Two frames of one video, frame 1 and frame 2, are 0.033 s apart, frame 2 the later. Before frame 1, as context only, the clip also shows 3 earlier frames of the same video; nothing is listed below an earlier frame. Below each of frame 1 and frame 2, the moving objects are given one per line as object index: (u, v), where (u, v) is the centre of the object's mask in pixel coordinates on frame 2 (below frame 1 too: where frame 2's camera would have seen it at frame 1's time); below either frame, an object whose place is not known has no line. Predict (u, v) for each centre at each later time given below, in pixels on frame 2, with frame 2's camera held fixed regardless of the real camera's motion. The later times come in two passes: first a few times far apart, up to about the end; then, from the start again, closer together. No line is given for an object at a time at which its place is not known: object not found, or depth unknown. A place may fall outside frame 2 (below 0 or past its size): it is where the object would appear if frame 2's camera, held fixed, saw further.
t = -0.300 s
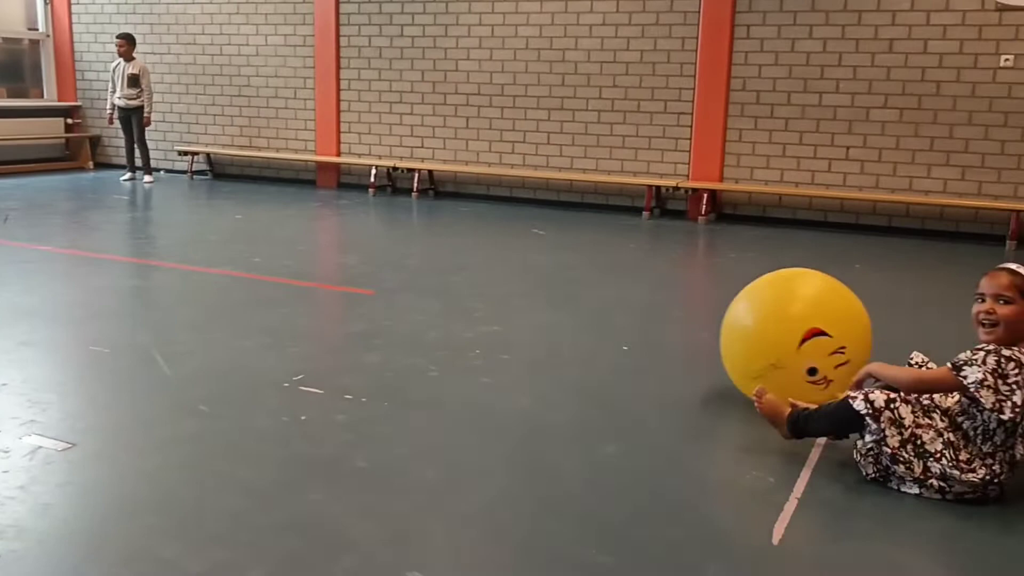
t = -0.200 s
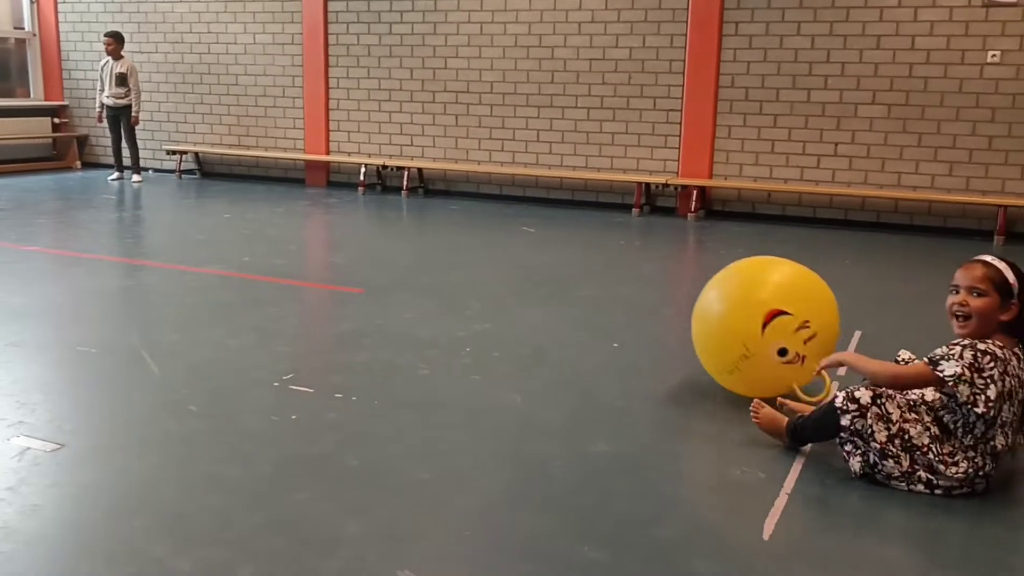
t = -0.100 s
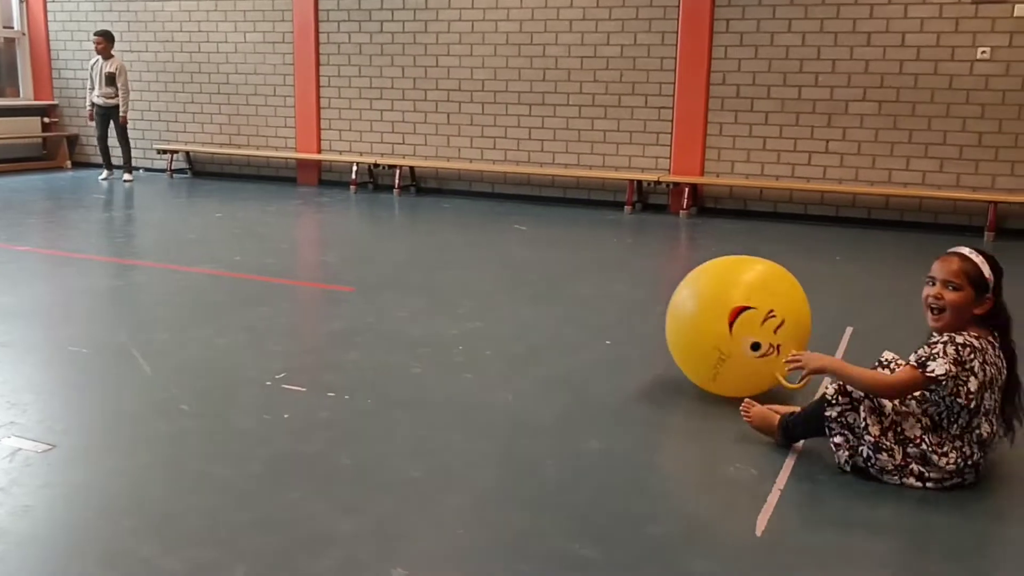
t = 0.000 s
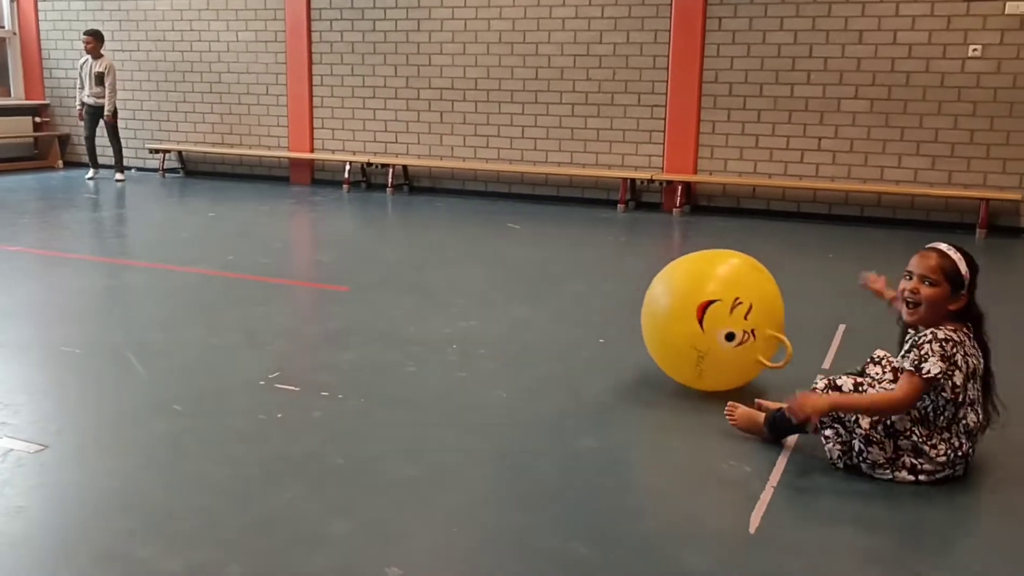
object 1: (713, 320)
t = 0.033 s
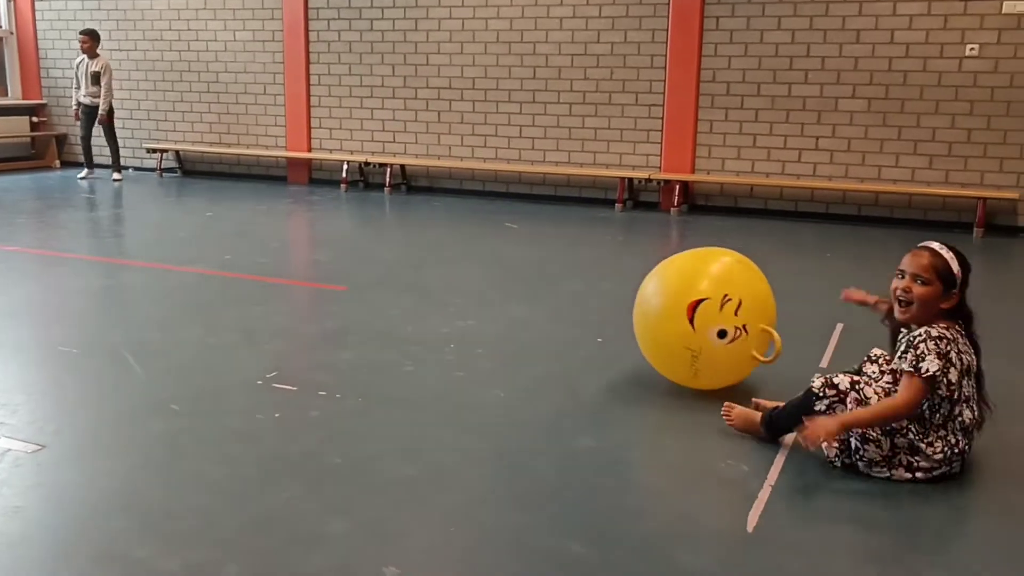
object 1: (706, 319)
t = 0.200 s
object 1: (674, 320)
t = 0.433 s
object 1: (629, 323)
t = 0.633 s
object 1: (588, 320)
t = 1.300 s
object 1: (449, 310)
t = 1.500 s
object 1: (411, 313)
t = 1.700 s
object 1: (376, 314)
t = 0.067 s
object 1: (700, 320)
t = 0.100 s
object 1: (694, 324)
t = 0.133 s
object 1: (688, 324)
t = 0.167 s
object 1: (681, 321)
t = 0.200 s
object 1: (674, 320)
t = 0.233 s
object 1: (668, 321)
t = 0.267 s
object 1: (661, 324)
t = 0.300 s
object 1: (655, 323)
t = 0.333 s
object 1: (648, 321)
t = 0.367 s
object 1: (642, 320)
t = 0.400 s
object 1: (635, 322)
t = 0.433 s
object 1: (629, 323)
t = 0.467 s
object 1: (622, 322)
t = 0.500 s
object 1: (615, 321)
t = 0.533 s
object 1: (608, 320)
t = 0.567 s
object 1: (602, 321)
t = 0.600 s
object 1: (595, 321)
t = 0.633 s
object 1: (588, 320)
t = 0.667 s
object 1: (582, 319)
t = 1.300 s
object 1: (449, 310)
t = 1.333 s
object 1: (443, 310)
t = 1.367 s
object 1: (436, 310)
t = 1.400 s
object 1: (430, 311)
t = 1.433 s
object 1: (424, 311)
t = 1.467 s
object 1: (418, 312)
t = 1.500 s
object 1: (411, 313)
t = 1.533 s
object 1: (405, 314)
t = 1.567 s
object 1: (399, 314)
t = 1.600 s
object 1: (393, 315)
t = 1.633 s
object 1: (387, 315)
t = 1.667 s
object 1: (381, 314)
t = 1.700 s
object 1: (376, 314)
